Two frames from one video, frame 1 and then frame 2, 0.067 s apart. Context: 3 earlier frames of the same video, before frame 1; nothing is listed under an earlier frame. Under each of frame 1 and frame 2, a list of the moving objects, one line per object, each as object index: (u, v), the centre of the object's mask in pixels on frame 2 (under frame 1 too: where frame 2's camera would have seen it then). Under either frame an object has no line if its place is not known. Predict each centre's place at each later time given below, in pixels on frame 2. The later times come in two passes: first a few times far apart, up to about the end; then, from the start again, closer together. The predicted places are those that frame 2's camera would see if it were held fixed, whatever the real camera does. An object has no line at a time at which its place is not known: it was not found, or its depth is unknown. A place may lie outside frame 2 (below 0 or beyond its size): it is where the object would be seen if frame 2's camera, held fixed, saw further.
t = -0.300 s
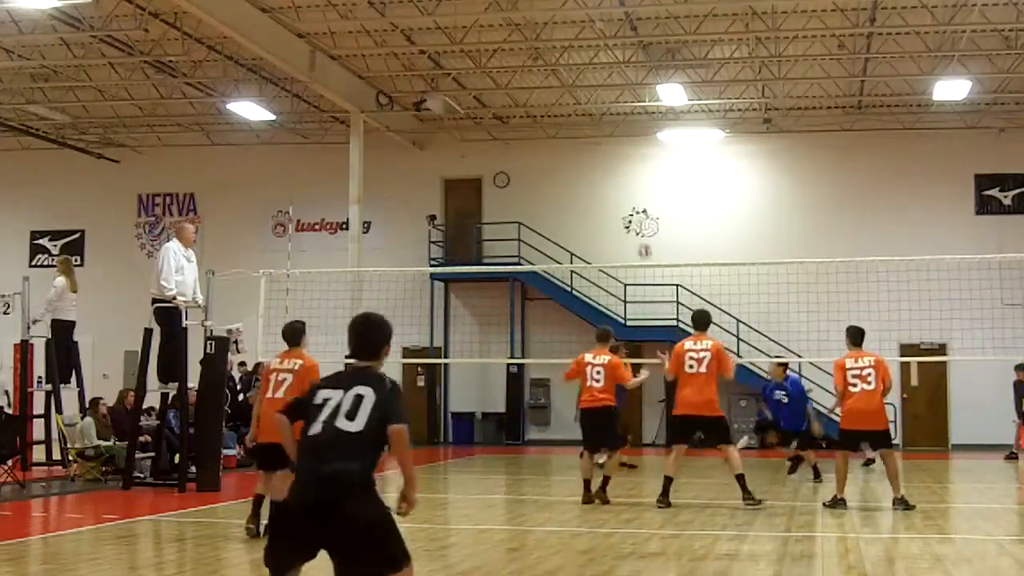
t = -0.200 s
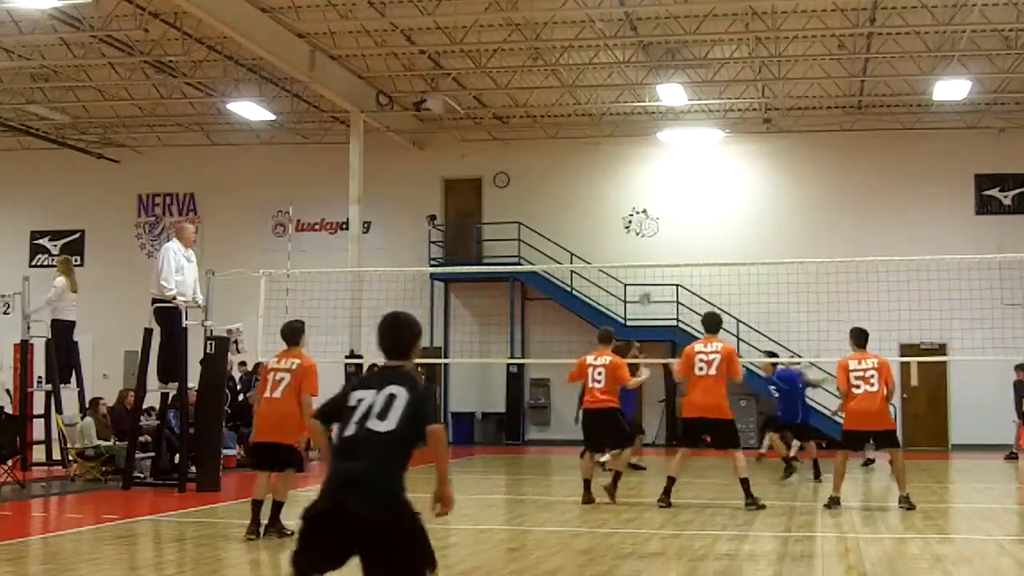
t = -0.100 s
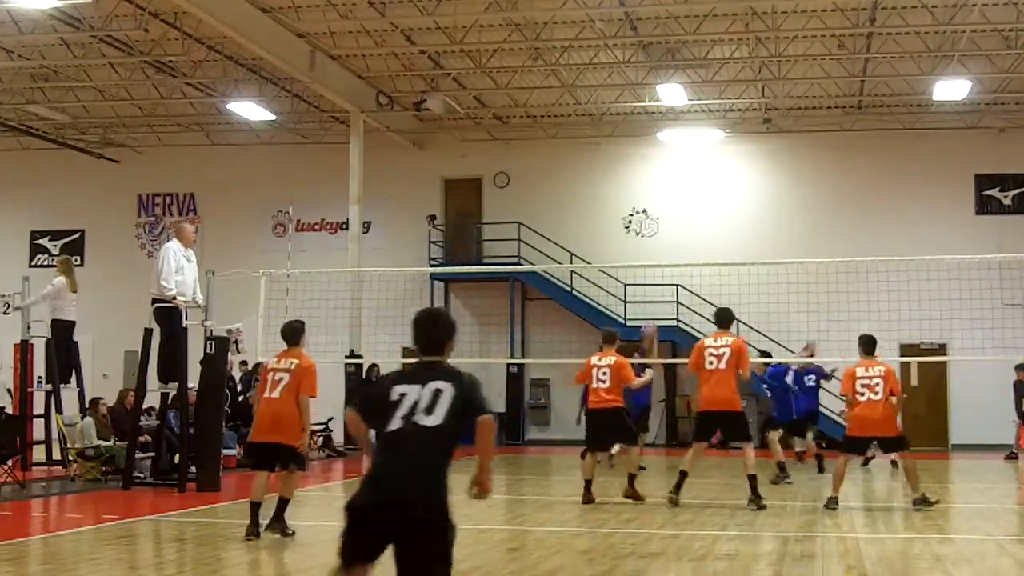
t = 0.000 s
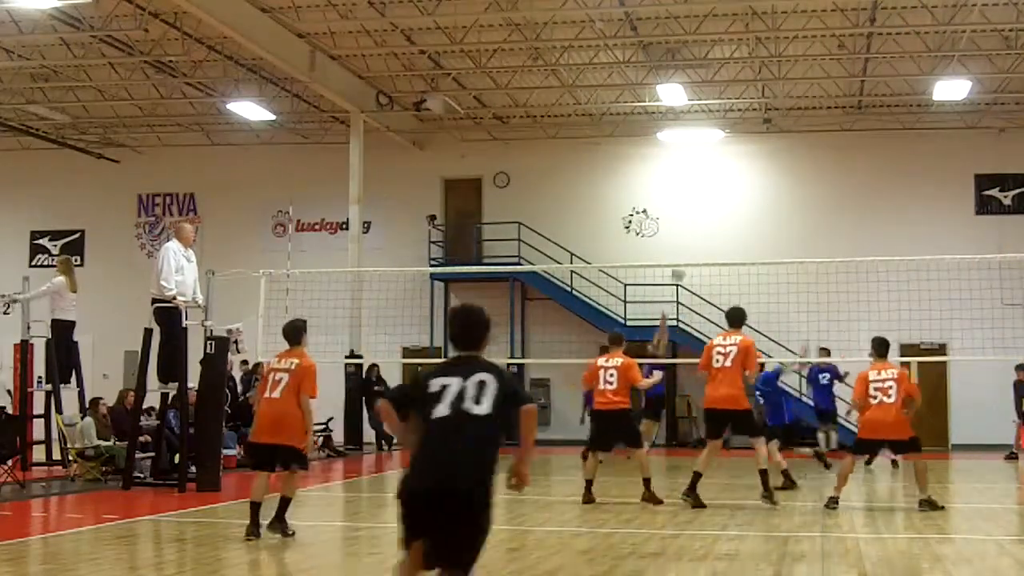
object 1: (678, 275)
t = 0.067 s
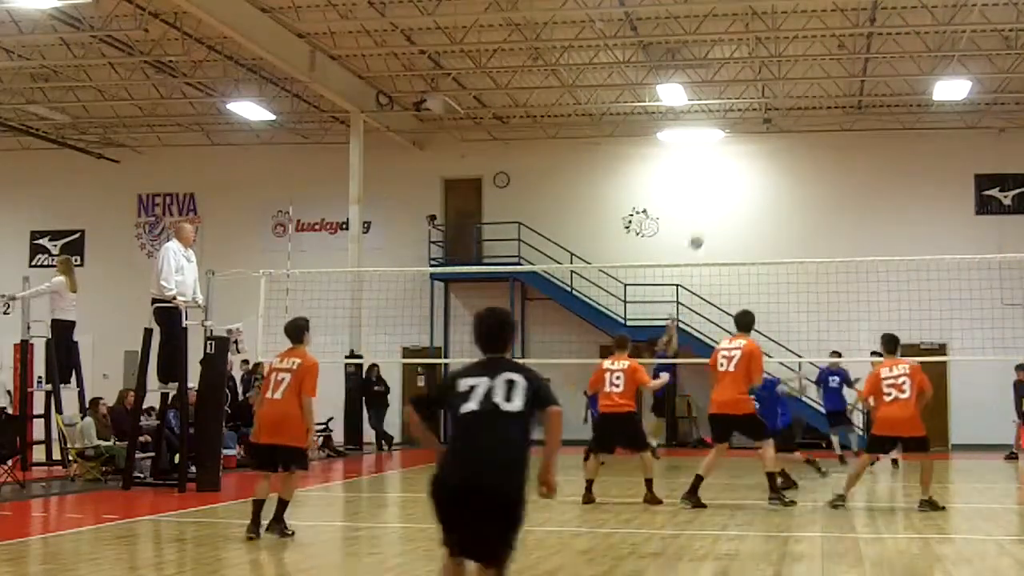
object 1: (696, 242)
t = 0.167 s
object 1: (724, 198)
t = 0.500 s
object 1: (822, 101)
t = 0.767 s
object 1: (904, 83)
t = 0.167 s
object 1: (724, 198)
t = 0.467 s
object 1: (811, 107)
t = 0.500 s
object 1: (822, 101)
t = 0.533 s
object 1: (832, 96)
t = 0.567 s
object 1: (841, 92)
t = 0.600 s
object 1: (852, 89)
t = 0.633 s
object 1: (861, 87)
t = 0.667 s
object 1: (872, 83)
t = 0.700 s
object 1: (883, 83)
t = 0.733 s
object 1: (893, 83)
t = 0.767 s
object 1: (904, 83)
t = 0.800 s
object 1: (913, 85)
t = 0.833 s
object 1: (924, 88)
